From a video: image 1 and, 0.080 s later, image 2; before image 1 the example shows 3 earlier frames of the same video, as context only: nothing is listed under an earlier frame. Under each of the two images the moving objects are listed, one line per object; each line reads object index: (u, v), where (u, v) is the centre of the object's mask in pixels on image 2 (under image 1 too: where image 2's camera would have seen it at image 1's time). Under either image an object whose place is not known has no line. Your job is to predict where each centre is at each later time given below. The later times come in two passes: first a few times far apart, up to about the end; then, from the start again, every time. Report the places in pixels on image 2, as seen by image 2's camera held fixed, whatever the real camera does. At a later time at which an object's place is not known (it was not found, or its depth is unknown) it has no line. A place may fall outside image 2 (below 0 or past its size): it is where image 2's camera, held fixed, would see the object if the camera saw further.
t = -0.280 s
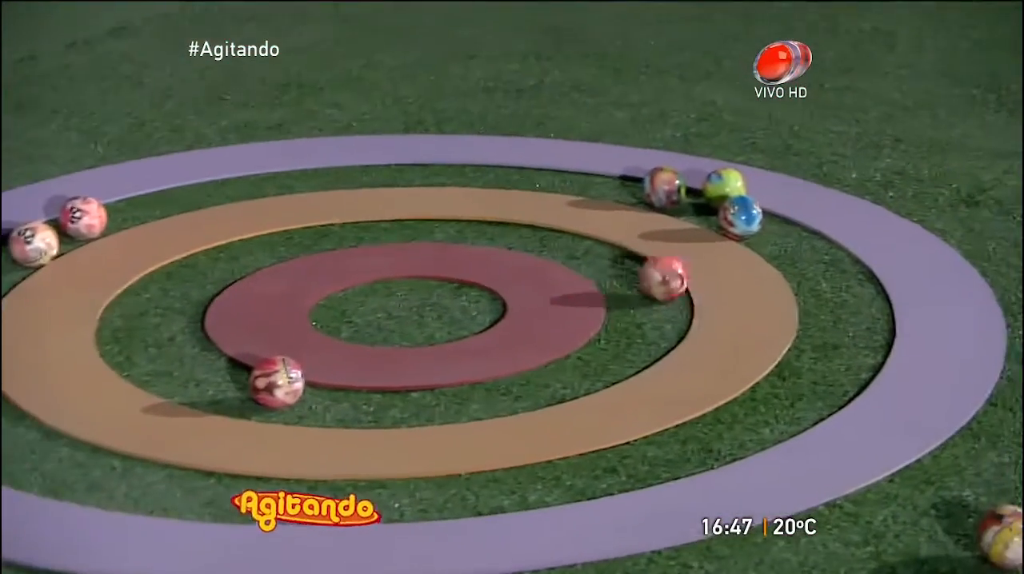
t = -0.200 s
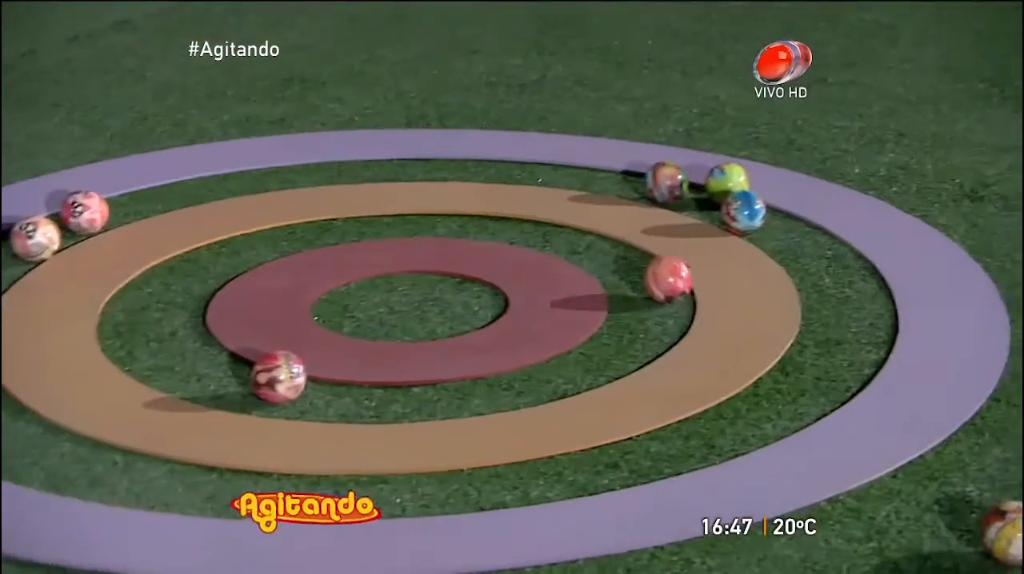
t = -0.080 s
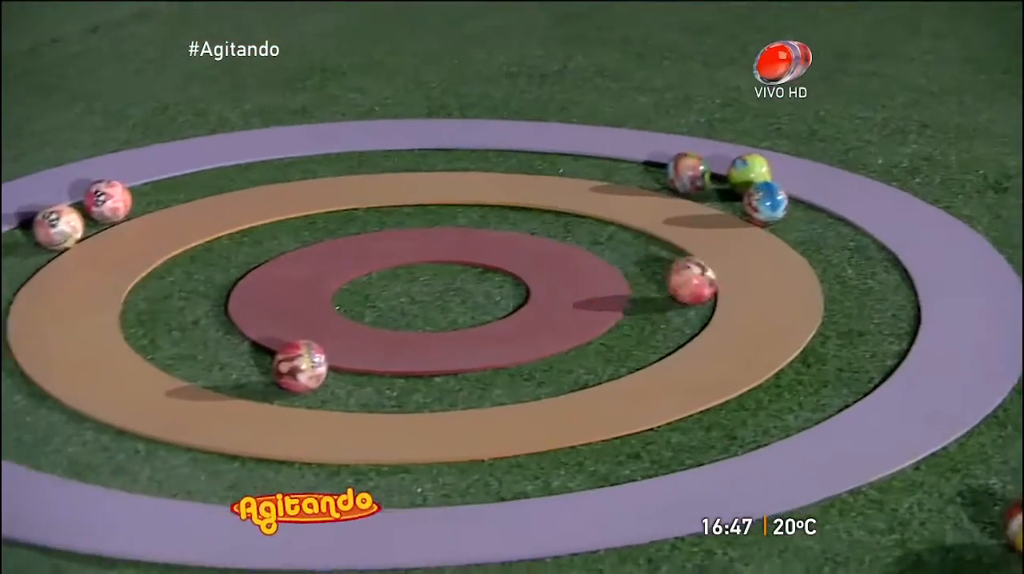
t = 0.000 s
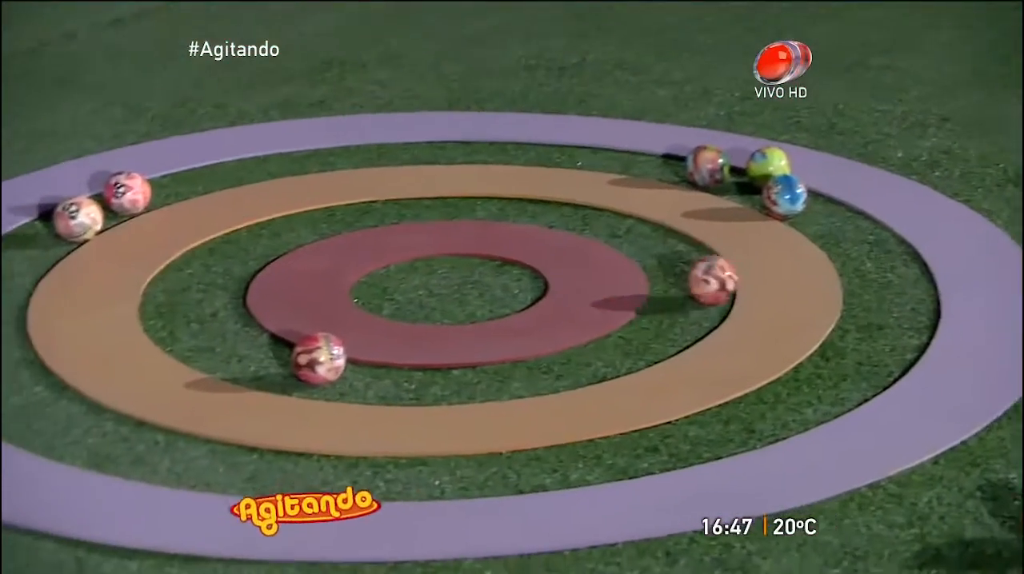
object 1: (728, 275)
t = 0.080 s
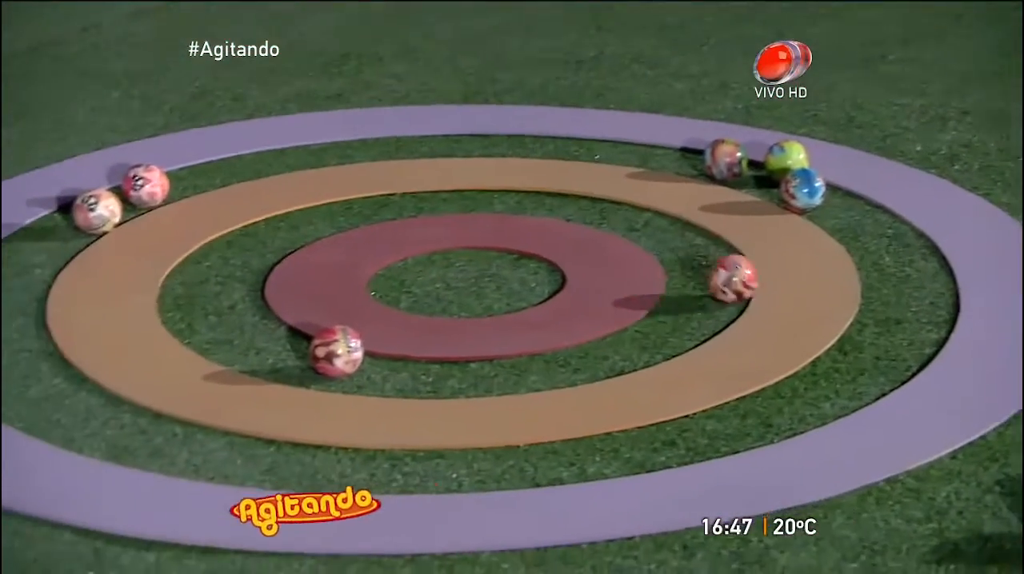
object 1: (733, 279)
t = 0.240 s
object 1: (734, 288)
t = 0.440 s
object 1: (723, 292)
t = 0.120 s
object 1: (736, 282)
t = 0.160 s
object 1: (738, 285)
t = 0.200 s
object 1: (737, 286)
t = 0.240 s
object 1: (734, 288)
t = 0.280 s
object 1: (732, 289)
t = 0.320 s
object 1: (729, 291)
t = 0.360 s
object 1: (726, 292)
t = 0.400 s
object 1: (724, 292)
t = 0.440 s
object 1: (723, 292)
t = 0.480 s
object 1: (722, 292)
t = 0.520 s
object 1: (722, 292)
